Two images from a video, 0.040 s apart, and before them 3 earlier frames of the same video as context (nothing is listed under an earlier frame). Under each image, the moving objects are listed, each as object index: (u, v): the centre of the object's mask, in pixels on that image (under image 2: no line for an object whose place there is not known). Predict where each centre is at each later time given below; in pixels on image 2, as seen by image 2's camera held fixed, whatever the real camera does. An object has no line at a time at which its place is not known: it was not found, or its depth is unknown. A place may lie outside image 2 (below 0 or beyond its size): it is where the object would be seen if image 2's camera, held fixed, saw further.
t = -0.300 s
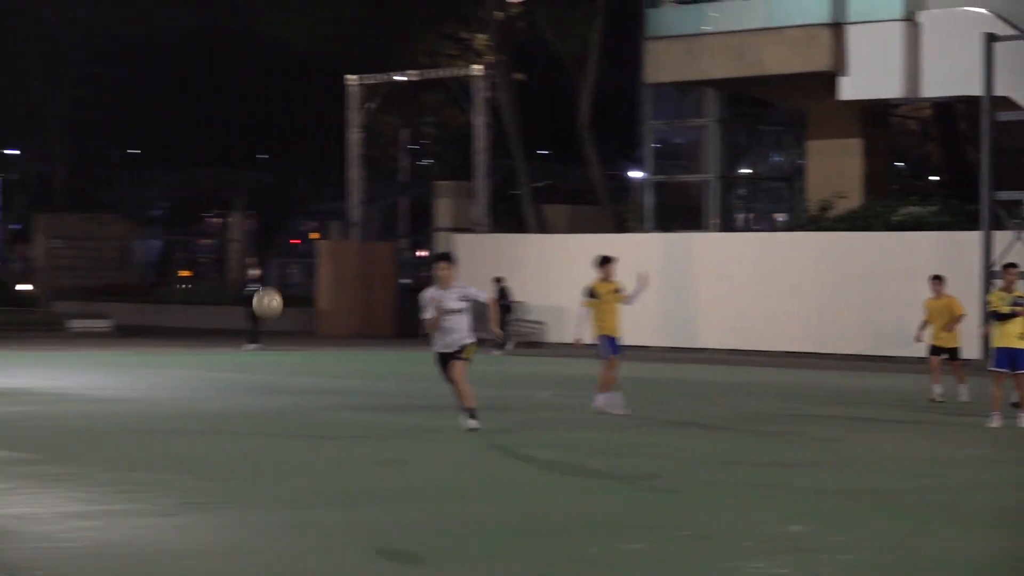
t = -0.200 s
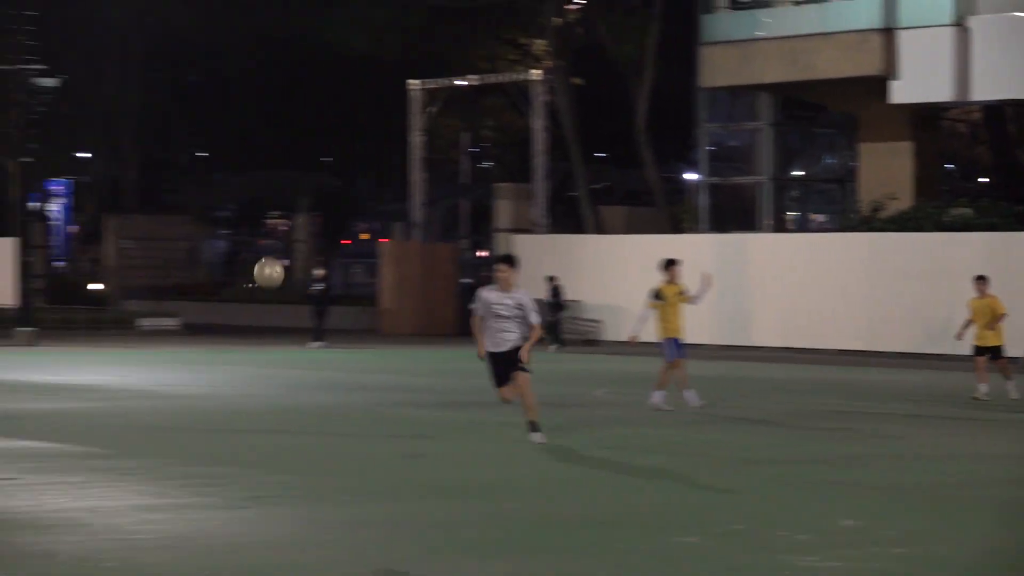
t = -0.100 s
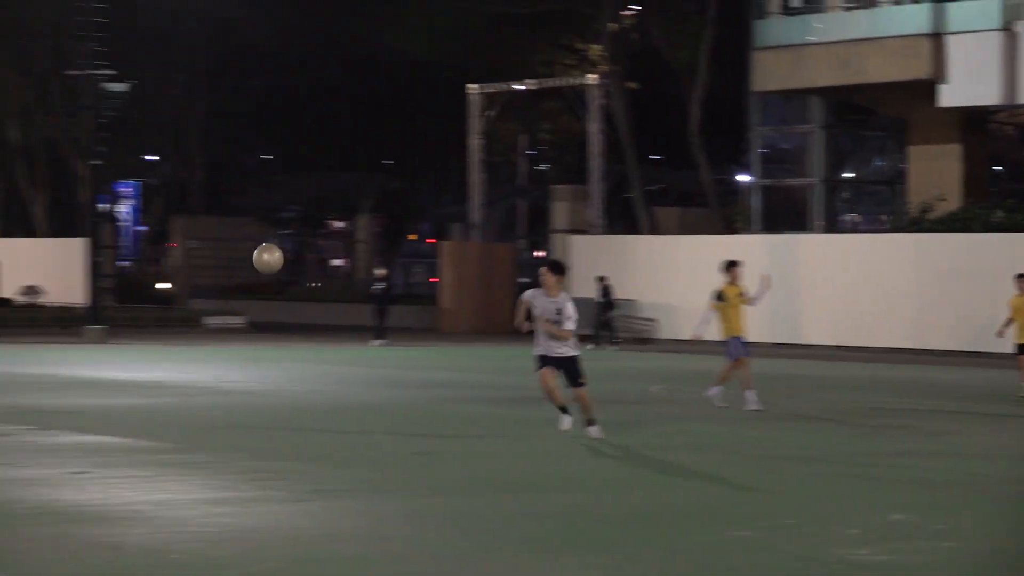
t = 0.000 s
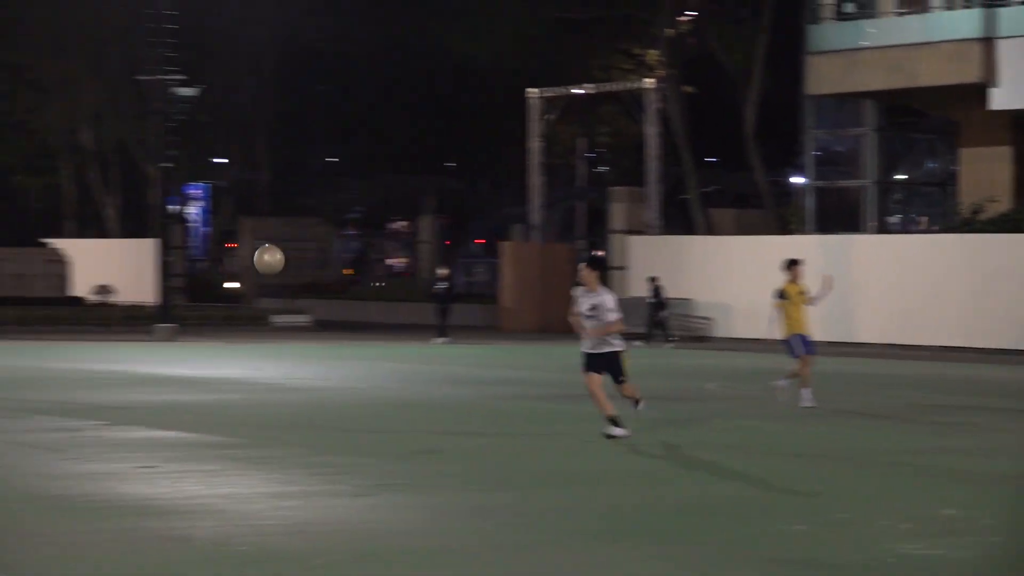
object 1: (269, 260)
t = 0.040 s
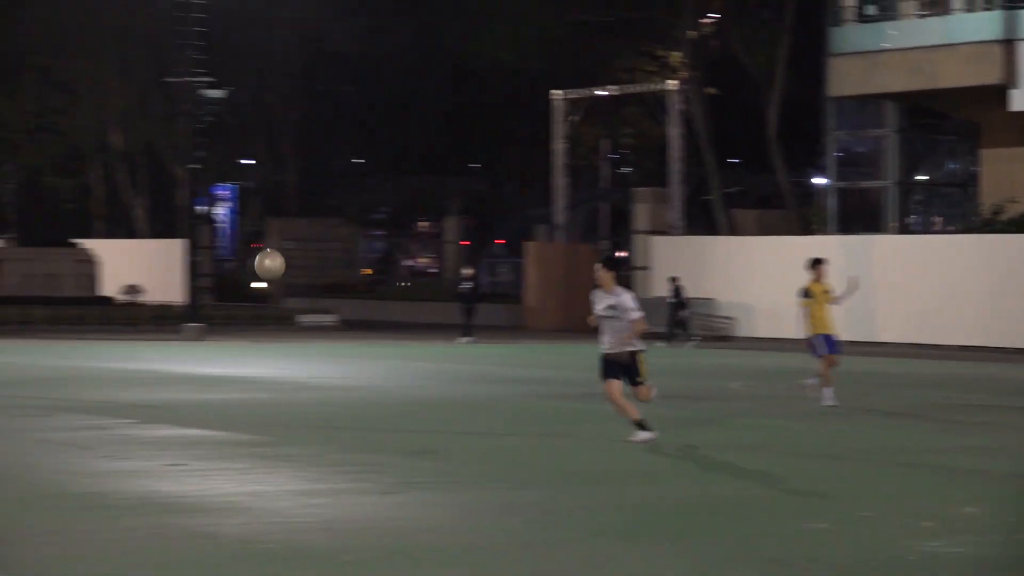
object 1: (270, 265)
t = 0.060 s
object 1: (257, 268)
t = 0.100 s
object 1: (231, 277)
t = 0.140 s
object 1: (203, 288)
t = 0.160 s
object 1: (191, 295)
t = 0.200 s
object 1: (163, 311)
